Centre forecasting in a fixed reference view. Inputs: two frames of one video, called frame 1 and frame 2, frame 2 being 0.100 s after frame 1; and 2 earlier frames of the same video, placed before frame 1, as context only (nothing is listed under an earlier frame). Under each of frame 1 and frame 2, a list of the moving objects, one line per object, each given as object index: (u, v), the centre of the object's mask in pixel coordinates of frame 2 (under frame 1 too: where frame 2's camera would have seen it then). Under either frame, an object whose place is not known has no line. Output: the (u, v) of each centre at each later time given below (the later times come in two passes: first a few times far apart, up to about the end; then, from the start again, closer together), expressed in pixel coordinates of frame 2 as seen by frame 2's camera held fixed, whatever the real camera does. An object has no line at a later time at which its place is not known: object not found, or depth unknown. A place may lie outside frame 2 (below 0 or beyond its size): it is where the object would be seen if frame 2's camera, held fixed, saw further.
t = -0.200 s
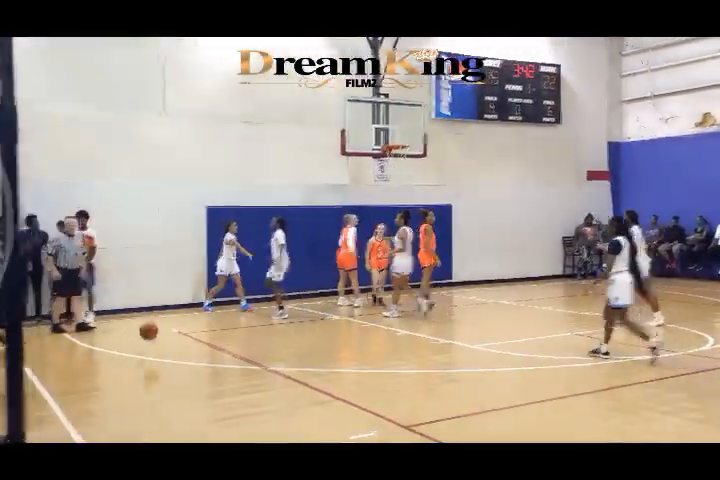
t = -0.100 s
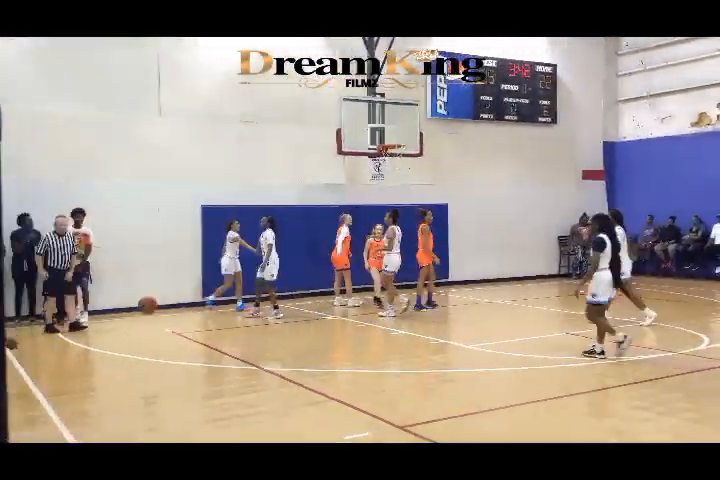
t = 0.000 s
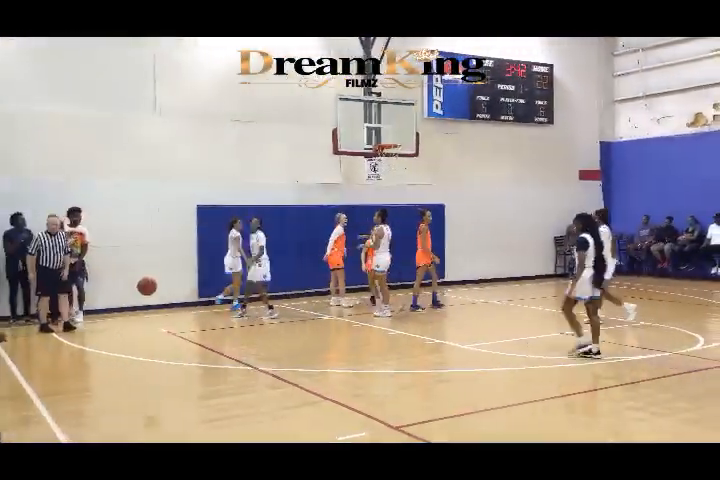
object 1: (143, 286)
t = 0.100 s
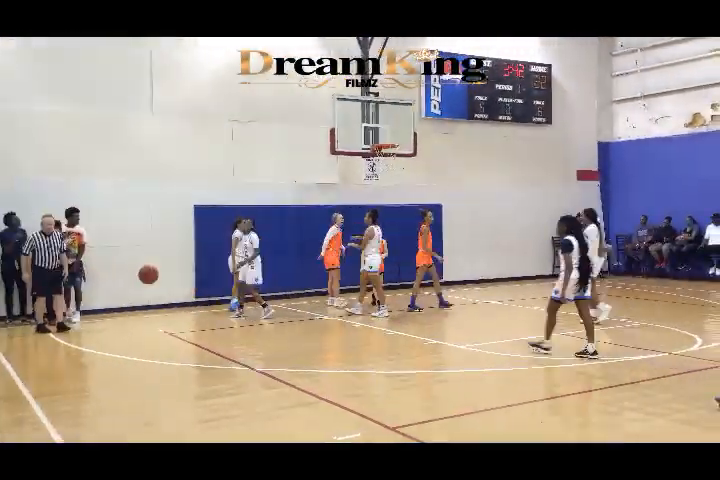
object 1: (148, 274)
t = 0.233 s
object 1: (154, 271)
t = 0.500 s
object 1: (167, 310)
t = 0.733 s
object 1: (180, 347)
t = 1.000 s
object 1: (198, 312)
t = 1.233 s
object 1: (216, 333)
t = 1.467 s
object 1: (236, 368)
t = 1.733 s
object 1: (260, 355)
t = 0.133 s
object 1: (149, 272)
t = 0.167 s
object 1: (151, 271)
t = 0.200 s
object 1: (153, 270)
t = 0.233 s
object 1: (154, 271)
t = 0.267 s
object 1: (156, 272)
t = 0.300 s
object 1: (157, 275)
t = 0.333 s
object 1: (159, 278)
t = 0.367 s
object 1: (161, 282)
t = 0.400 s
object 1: (162, 287)
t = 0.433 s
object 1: (164, 294)
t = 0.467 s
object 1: (166, 301)
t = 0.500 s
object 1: (167, 310)
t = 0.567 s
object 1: (171, 329)
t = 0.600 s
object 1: (172, 341)
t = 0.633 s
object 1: (174, 354)
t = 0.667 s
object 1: (176, 365)
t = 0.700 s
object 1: (178, 355)
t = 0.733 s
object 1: (180, 347)
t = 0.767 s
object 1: (182, 339)
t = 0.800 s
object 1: (184, 332)
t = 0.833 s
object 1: (186, 327)
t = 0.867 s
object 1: (189, 322)
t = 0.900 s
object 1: (191, 318)
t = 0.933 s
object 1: (193, 315)
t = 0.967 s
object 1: (195, 312)
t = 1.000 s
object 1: (198, 312)
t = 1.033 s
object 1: (200, 311)
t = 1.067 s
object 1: (203, 312)
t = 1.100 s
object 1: (205, 314)
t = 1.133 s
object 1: (208, 318)
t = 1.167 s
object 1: (211, 322)
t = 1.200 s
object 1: (214, 327)
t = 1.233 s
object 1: (216, 333)
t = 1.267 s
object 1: (220, 341)
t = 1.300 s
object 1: (222, 349)
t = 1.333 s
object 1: (224, 359)
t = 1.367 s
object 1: (227, 370)
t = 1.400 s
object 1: (230, 382)
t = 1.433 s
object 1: (233, 375)
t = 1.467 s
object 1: (236, 368)
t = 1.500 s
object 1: (238, 363)
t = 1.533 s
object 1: (241, 359)
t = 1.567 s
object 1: (245, 355)
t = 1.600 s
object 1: (248, 353)
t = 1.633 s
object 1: (251, 352)
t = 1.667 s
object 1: (254, 352)
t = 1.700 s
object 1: (257, 353)
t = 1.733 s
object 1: (260, 355)
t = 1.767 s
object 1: (263, 359)
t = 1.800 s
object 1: (266, 364)
